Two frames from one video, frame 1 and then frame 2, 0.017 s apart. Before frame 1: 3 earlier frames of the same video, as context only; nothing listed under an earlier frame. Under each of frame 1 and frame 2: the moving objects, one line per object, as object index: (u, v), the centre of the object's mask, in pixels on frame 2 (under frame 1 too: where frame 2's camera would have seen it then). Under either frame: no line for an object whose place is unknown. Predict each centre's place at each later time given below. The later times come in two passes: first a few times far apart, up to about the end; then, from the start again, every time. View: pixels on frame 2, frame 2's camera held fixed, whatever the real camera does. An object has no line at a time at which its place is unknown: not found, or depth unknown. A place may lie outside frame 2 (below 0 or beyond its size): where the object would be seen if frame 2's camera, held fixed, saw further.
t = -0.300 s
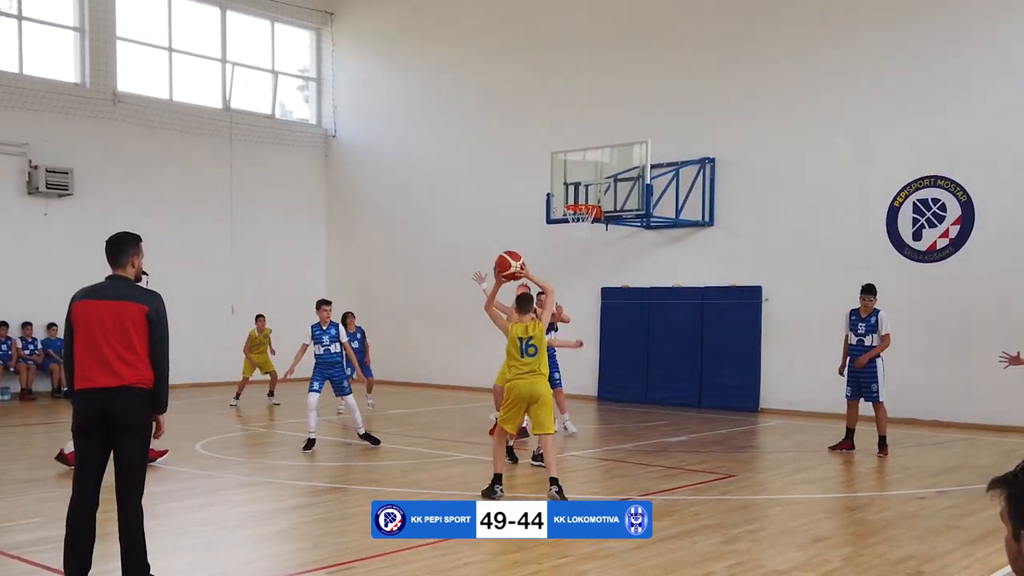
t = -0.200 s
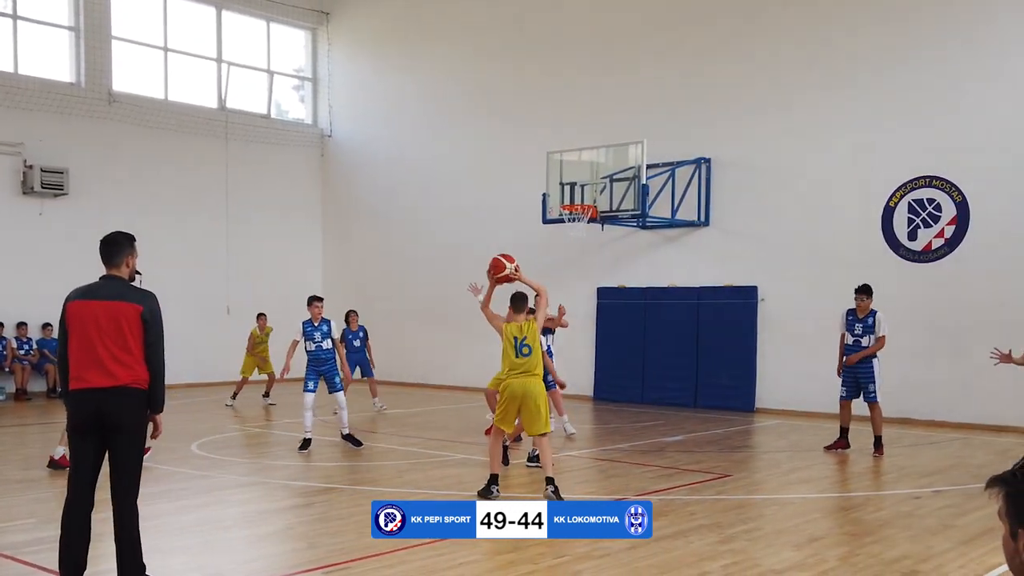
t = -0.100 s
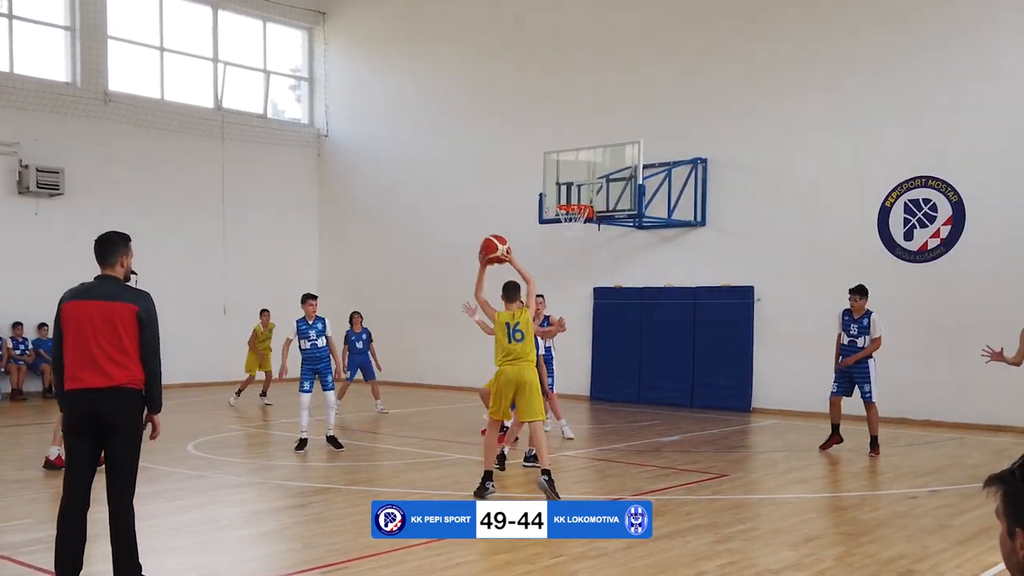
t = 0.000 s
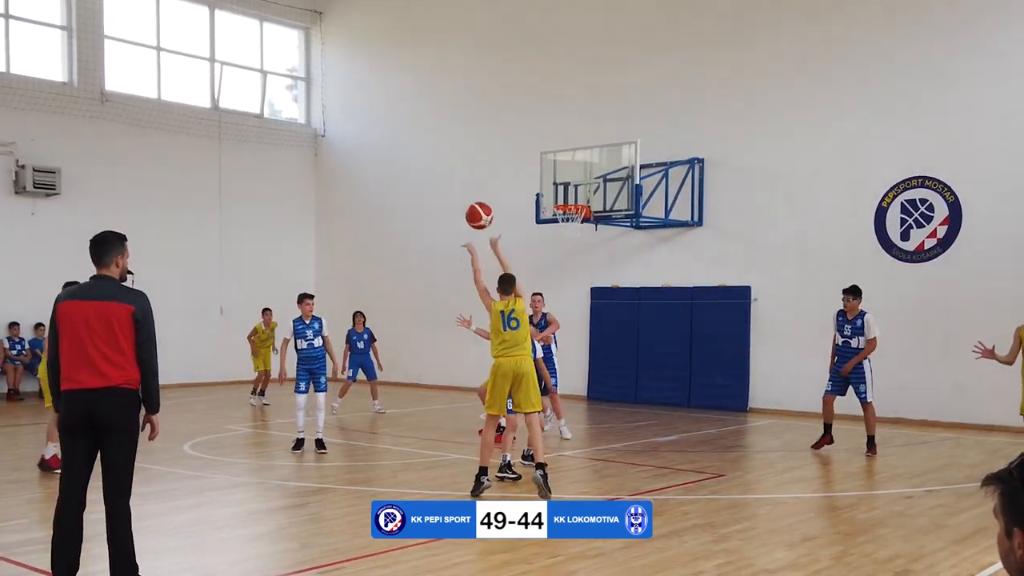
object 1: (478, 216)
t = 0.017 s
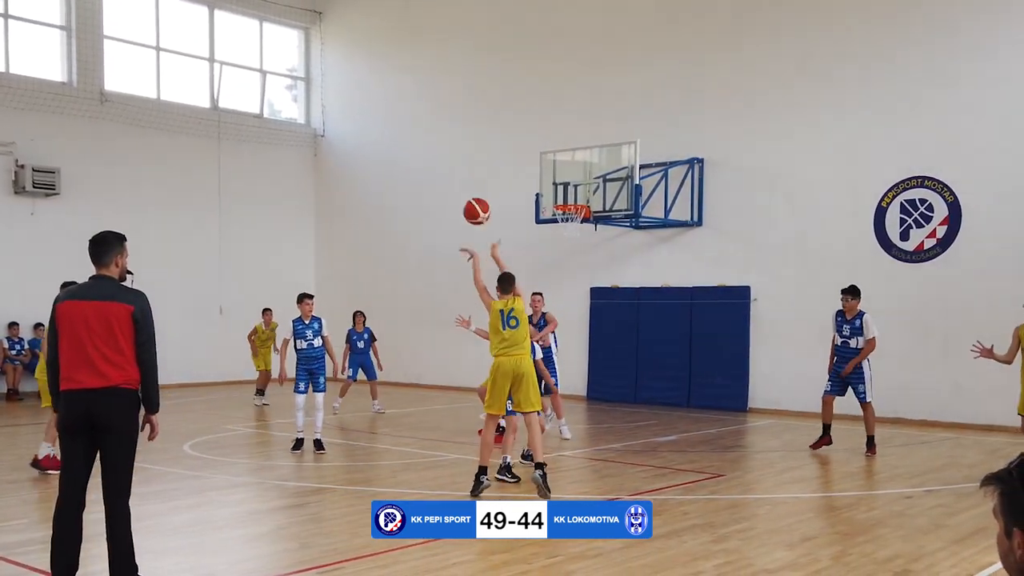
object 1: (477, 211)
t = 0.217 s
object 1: (454, 188)
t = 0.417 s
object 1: (437, 204)
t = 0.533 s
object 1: (429, 228)
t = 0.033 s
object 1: (474, 207)
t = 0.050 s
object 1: (472, 204)
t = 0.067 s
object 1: (470, 200)
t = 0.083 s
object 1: (468, 198)
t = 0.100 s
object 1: (466, 195)
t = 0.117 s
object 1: (464, 193)
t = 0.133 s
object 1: (463, 192)
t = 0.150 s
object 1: (461, 191)
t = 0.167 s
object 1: (459, 190)
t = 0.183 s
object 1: (457, 189)
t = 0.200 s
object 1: (456, 188)
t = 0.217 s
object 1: (454, 188)
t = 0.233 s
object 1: (453, 188)
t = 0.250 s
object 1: (451, 188)
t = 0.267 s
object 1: (450, 188)
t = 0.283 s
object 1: (448, 189)
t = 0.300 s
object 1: (447, 190)
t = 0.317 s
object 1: (445, 192)
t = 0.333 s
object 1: (444, 193)
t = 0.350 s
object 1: (442, 195)
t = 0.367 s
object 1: (441, 197)
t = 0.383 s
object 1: (440, 199)
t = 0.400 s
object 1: (438, 202)
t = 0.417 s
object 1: (437, 204)
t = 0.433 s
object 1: (435, 207)
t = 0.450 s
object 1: (434, 210)
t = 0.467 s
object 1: (433, 213)
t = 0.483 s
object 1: (432, 217)
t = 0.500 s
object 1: (431, 220)
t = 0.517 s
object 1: (430, 224)
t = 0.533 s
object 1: (429, 228)
